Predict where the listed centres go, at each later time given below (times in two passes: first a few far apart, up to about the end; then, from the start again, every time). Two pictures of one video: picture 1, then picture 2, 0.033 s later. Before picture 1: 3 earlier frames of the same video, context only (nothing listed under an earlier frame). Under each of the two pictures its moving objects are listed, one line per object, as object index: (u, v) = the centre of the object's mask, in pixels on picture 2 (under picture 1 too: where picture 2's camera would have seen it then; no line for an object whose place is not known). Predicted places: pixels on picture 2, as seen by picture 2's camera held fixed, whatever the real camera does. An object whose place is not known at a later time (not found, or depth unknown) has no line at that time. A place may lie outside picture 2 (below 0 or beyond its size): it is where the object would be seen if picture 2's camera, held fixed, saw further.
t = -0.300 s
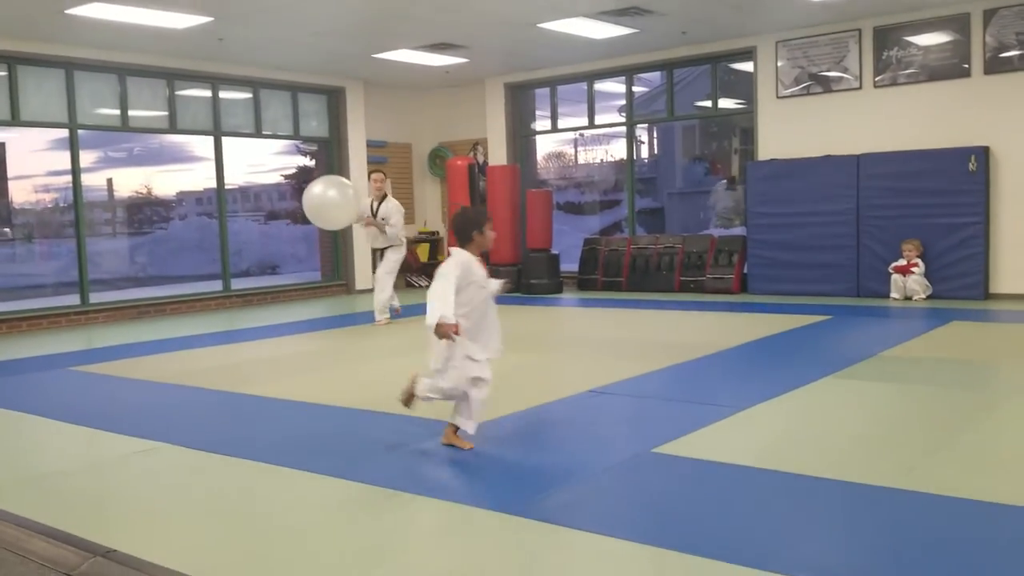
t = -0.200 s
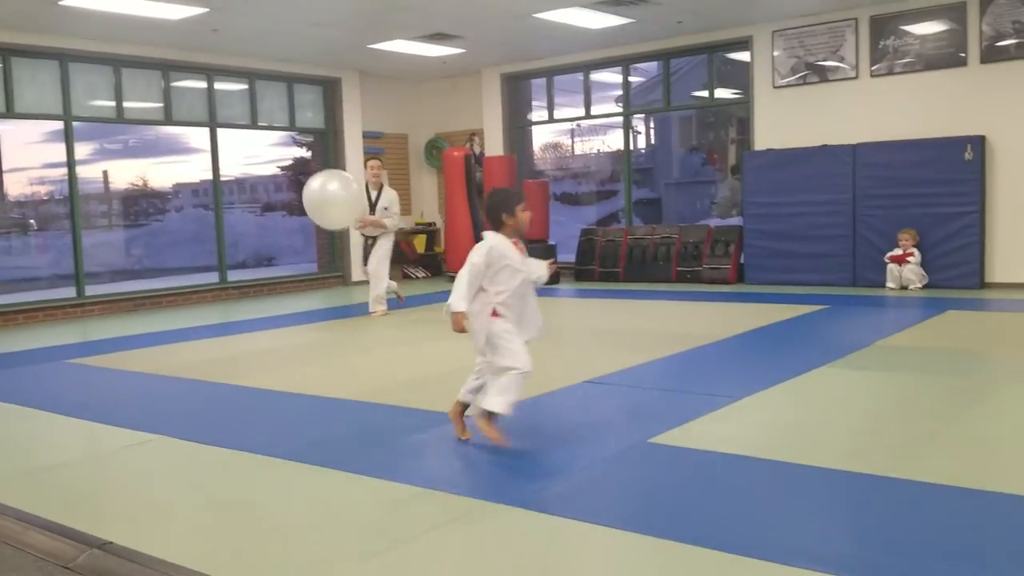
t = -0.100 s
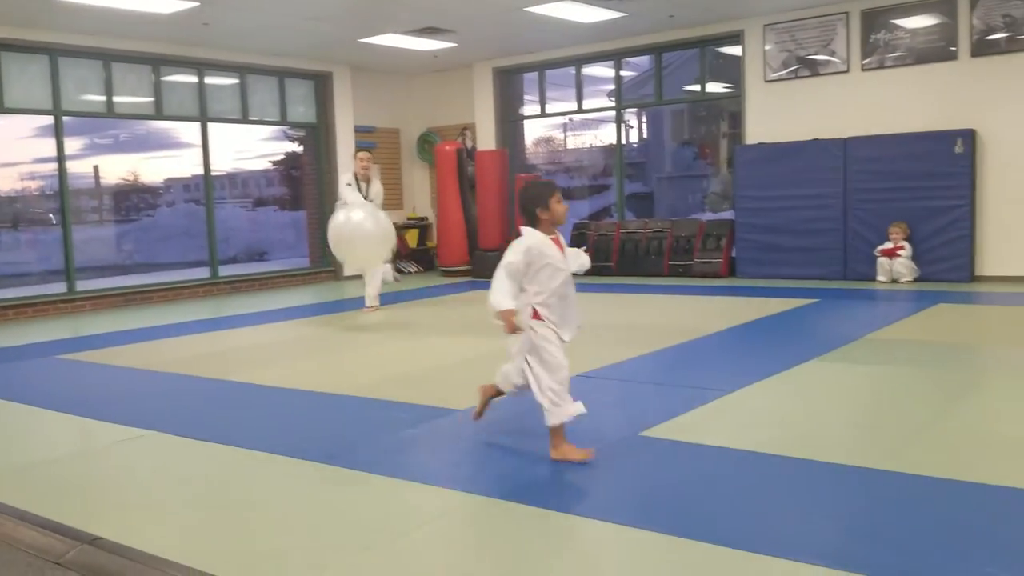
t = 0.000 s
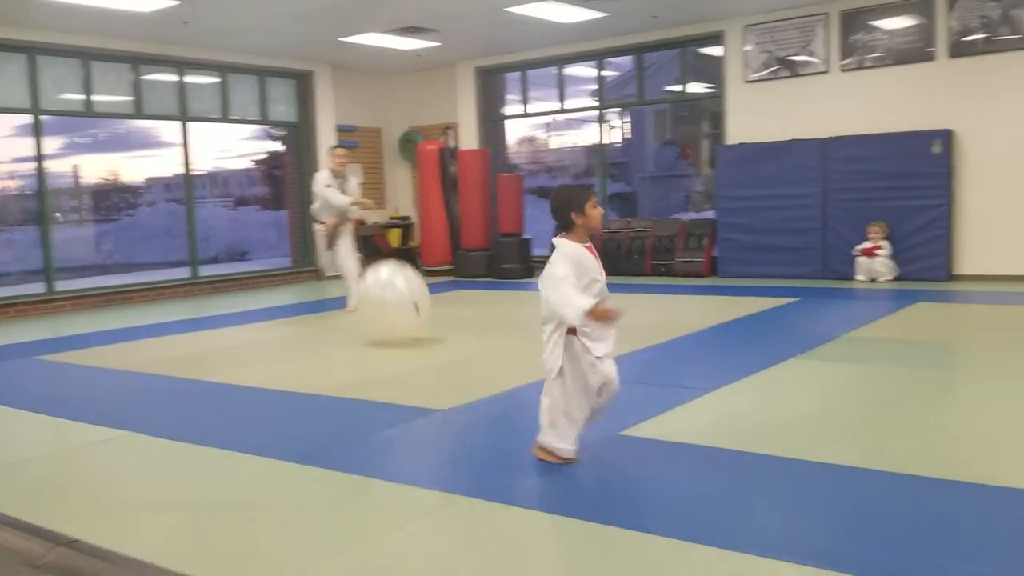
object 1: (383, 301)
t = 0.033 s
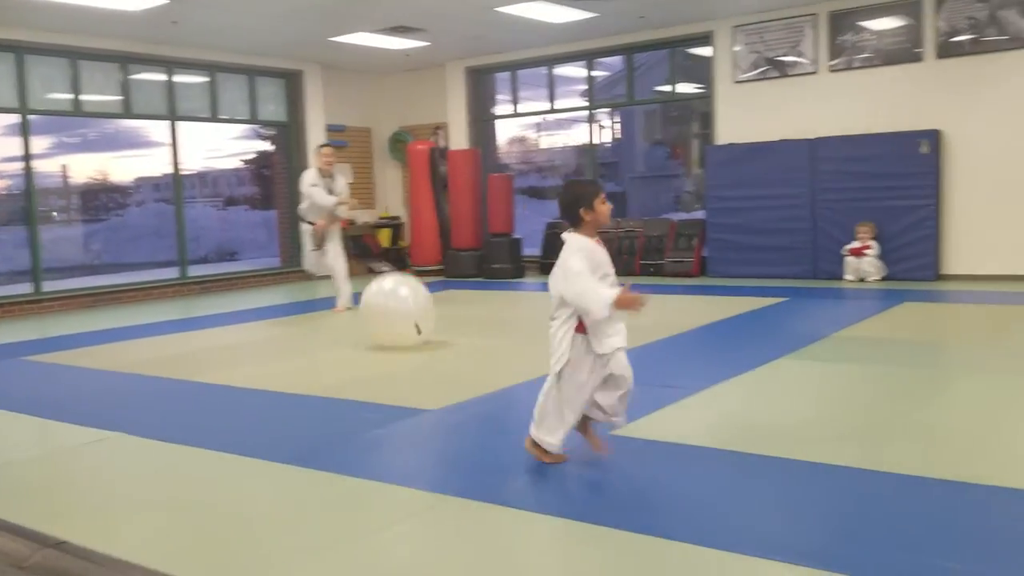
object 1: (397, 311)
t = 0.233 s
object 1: (464, 223)
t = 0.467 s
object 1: (574, 163)
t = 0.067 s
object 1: (408, 295)
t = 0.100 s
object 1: (419, 279)
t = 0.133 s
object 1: (429, 264)
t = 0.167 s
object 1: (440, 250)
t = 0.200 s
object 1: (452, 236)
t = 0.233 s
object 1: (464, 223)
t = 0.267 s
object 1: (478, 210)
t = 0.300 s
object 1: (491, 198)
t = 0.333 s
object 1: (506, 187)
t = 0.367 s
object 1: (522, 178)
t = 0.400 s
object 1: (540, 171)
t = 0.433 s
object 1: (557, 166)
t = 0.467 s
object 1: (574, 163)
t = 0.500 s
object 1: (593, 162)
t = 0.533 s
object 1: (612, 163)
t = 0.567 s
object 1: (632, 166)
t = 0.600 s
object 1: (654, 170)
